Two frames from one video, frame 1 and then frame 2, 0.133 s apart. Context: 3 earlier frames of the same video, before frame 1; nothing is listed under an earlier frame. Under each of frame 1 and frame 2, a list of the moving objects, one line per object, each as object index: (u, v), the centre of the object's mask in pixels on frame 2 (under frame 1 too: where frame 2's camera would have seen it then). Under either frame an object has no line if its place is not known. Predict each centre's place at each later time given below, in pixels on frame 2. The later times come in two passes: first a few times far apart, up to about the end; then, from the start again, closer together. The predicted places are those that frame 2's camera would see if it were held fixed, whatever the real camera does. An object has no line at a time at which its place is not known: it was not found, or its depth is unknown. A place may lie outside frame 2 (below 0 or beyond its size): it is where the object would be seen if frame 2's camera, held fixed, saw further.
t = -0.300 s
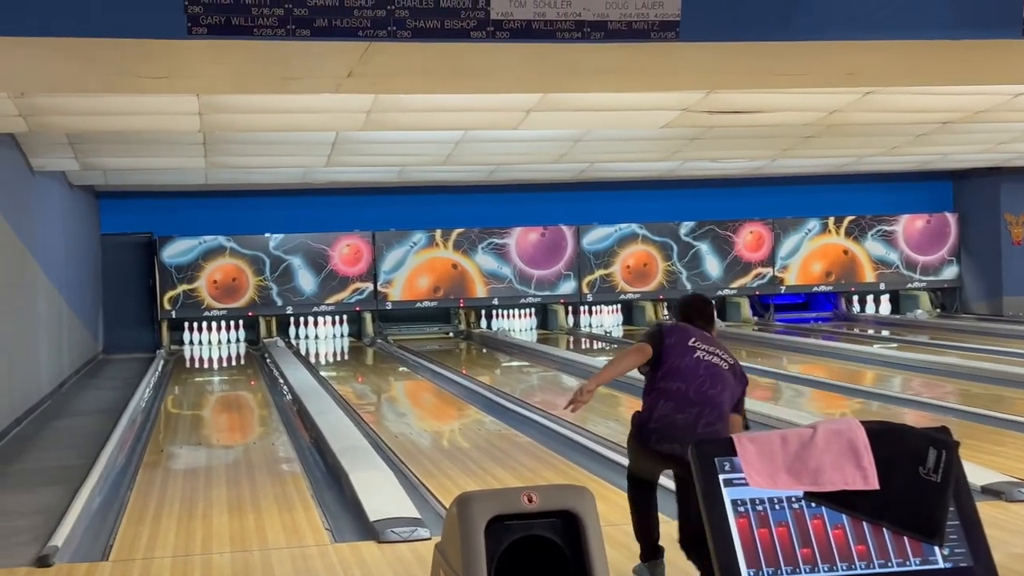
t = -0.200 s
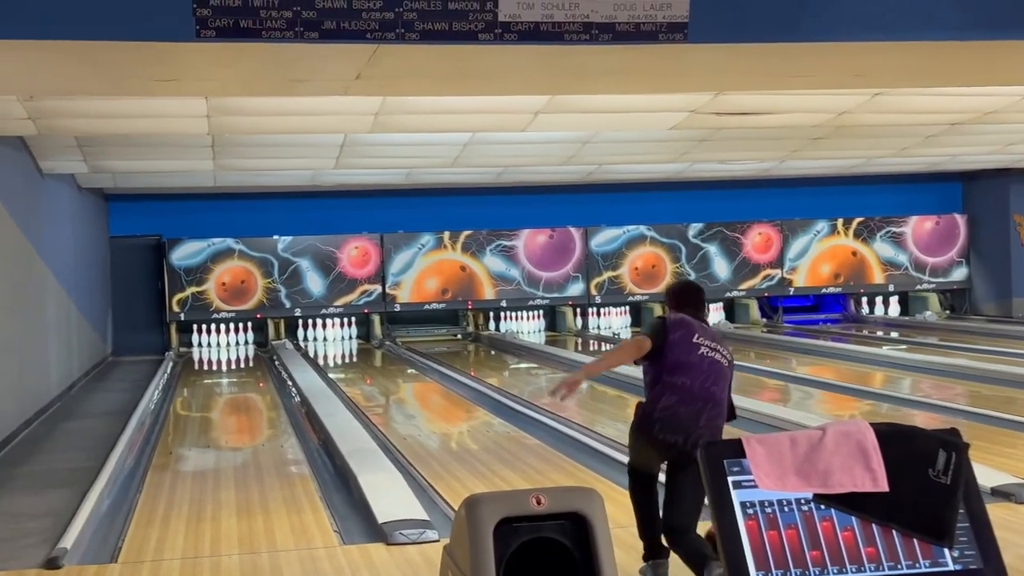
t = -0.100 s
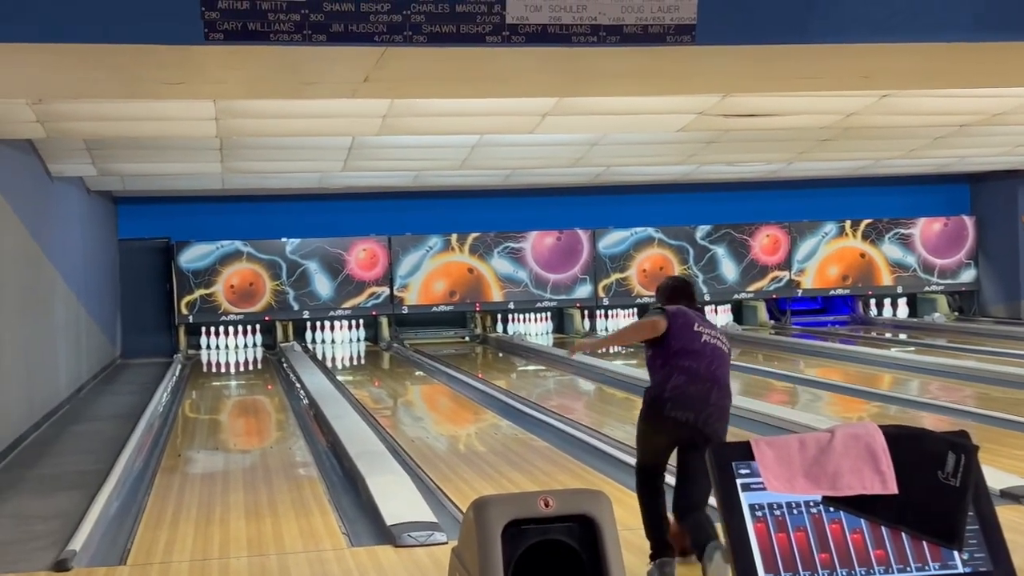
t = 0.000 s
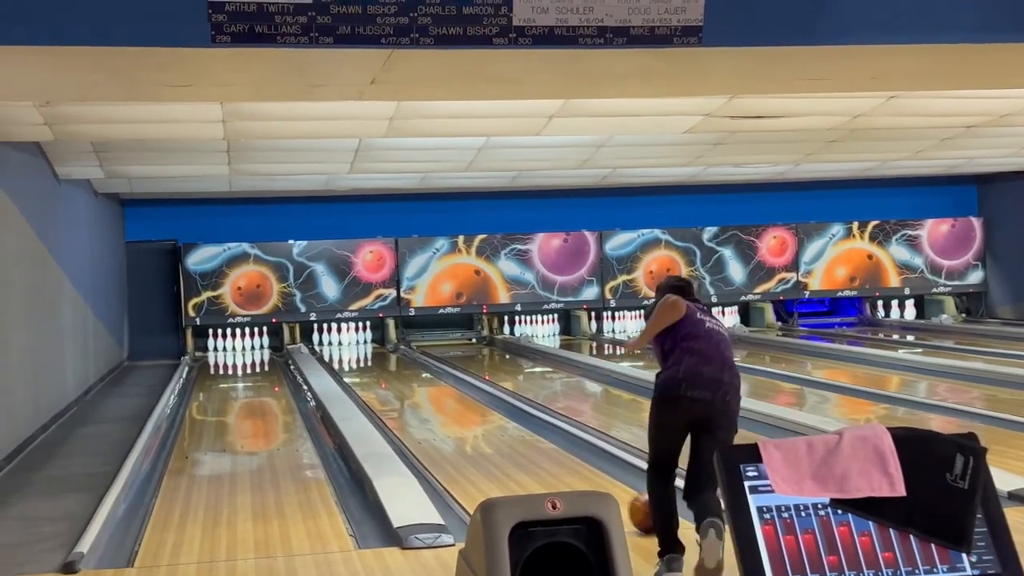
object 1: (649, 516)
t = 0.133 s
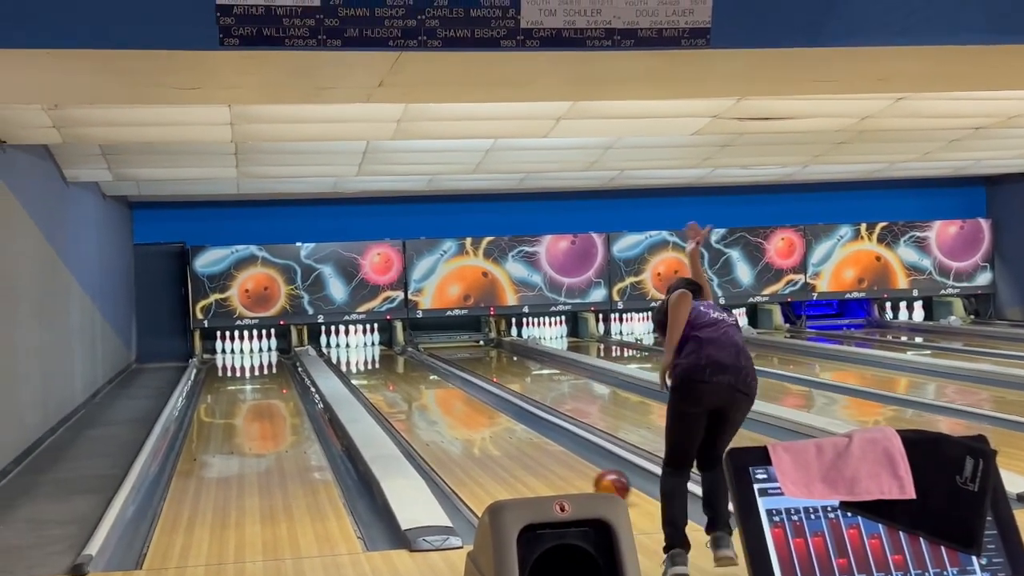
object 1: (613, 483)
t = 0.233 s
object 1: (584, 472)
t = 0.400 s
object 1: (546, 449)
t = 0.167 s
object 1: (602, 479)
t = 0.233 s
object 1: (584, 472)
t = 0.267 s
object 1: (575, 467)
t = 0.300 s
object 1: (568, 462)
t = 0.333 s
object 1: (560, 458)
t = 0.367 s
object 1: (553, 453)
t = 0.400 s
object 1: (546, 449)
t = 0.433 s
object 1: (540, 445)
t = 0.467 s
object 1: (534, 442)
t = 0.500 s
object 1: (528, 438)
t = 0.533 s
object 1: (522, 434)
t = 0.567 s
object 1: (517, 431)
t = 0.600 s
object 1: (512, 428)
